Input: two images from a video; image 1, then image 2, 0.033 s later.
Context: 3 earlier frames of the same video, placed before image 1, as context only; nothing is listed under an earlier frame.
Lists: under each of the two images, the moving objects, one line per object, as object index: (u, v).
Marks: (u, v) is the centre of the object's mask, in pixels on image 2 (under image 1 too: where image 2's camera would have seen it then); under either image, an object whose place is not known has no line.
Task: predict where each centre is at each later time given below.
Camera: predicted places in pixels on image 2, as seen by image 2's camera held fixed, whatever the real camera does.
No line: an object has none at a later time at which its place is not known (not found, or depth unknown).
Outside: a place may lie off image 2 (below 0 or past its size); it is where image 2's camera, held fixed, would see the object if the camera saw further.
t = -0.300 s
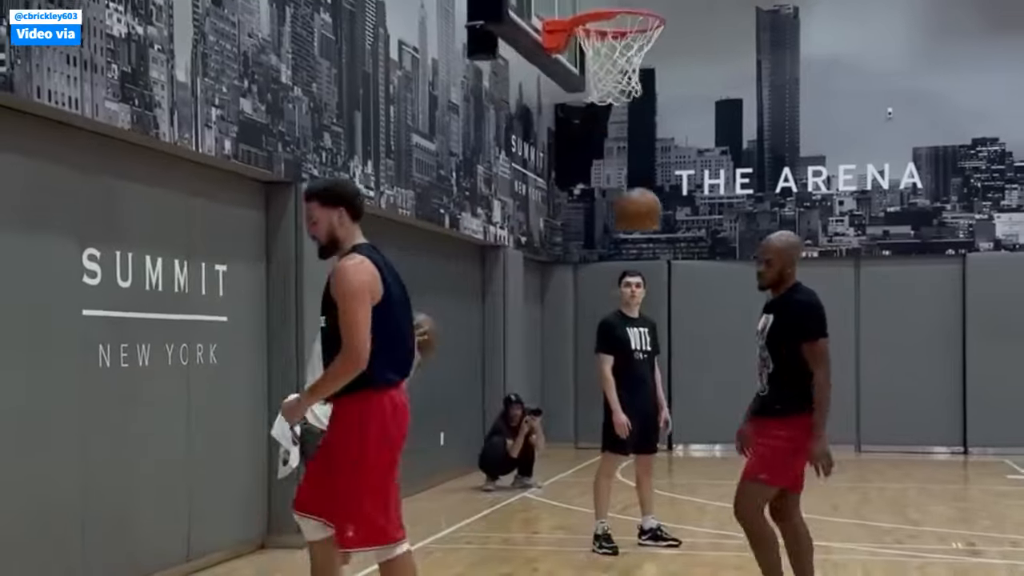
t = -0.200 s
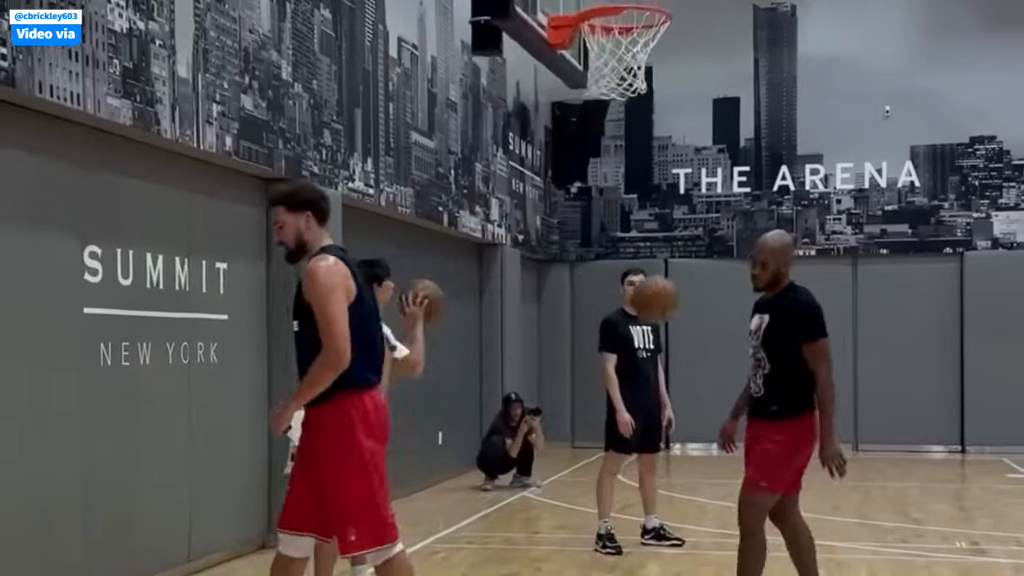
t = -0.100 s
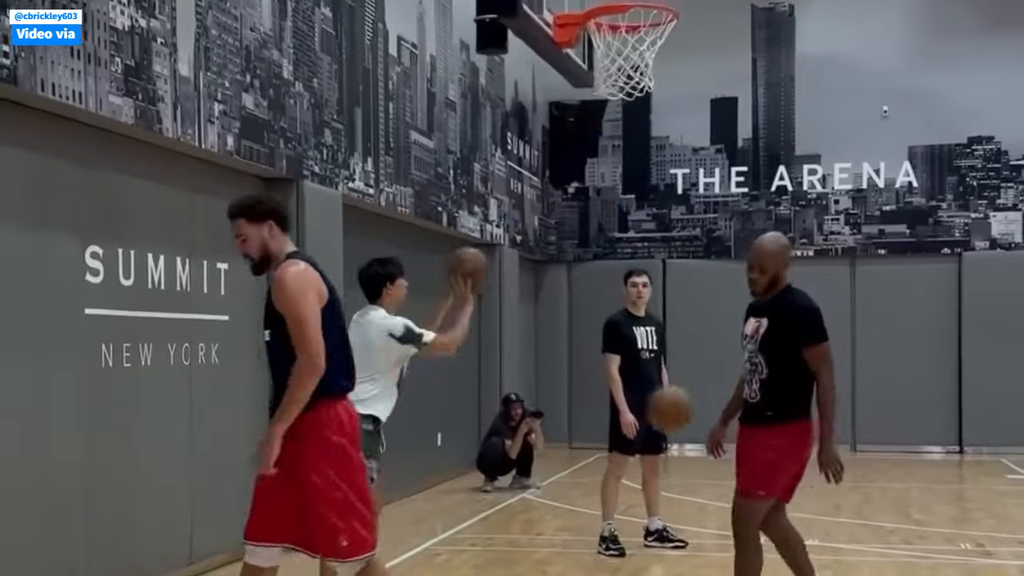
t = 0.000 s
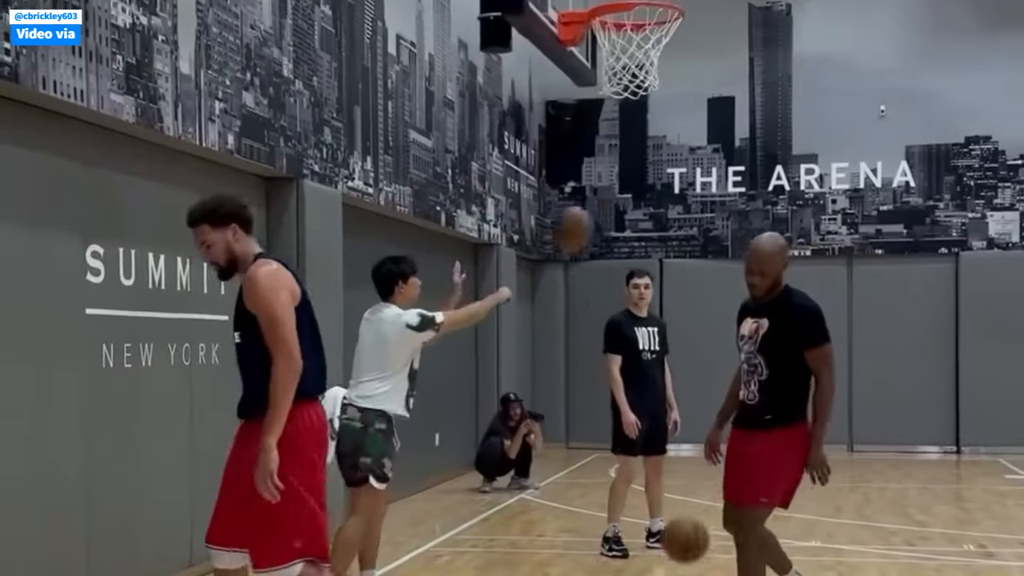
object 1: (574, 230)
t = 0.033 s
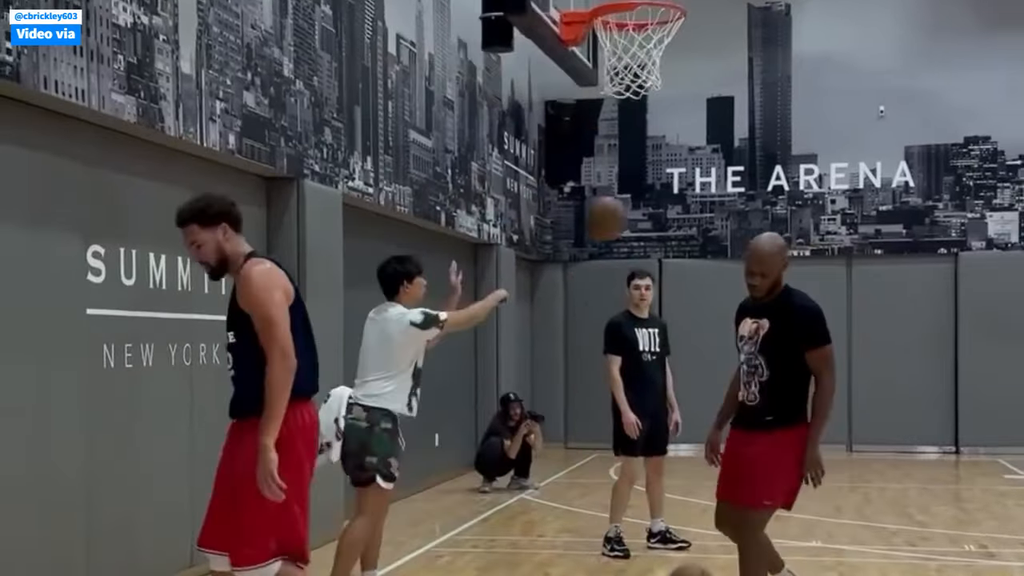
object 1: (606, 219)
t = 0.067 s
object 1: (640, 211)
